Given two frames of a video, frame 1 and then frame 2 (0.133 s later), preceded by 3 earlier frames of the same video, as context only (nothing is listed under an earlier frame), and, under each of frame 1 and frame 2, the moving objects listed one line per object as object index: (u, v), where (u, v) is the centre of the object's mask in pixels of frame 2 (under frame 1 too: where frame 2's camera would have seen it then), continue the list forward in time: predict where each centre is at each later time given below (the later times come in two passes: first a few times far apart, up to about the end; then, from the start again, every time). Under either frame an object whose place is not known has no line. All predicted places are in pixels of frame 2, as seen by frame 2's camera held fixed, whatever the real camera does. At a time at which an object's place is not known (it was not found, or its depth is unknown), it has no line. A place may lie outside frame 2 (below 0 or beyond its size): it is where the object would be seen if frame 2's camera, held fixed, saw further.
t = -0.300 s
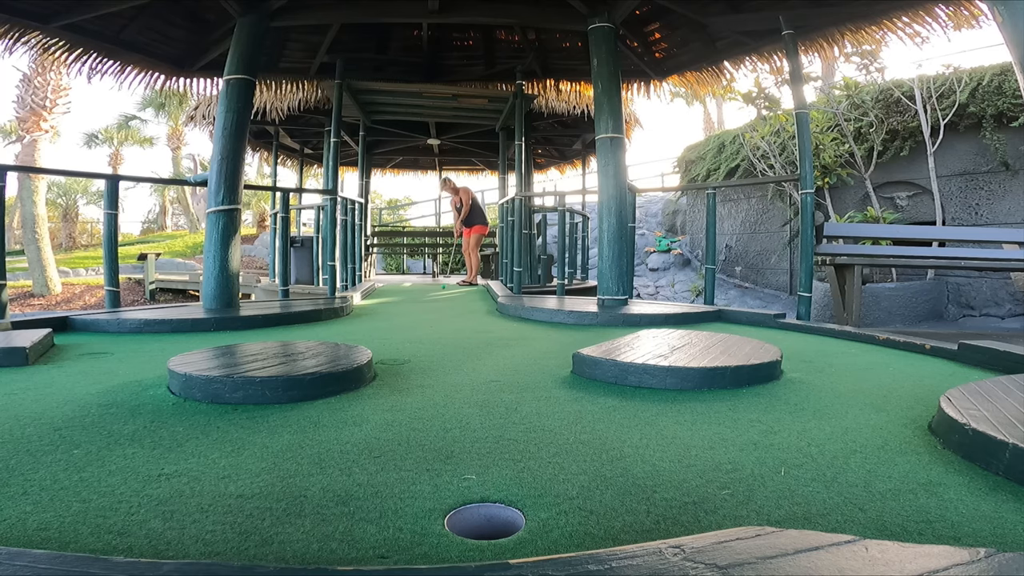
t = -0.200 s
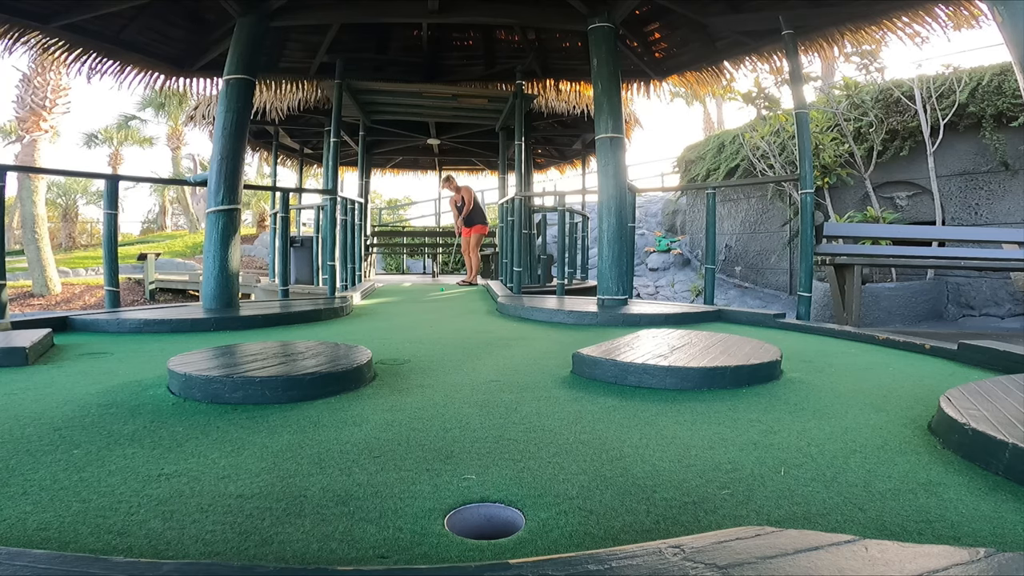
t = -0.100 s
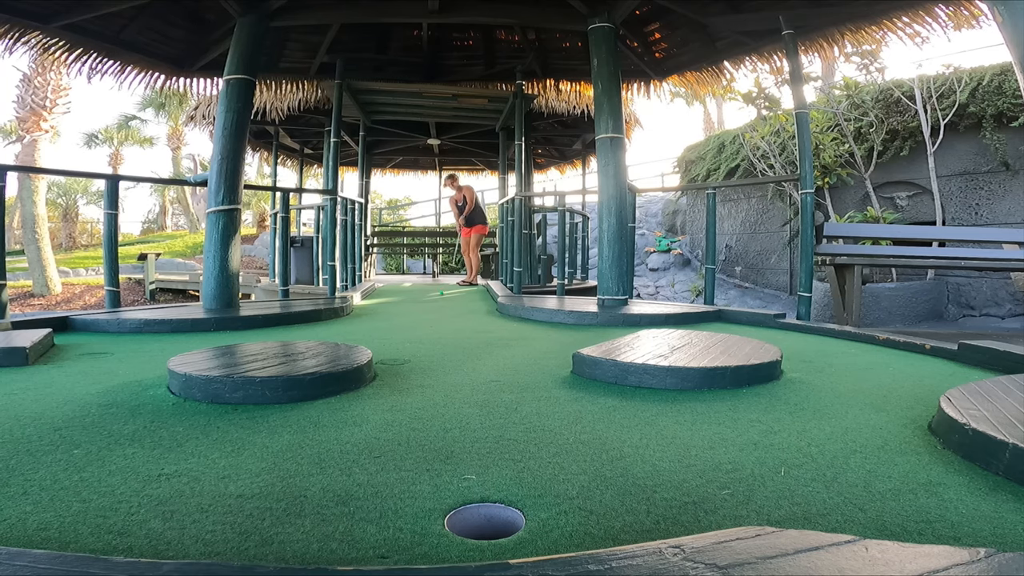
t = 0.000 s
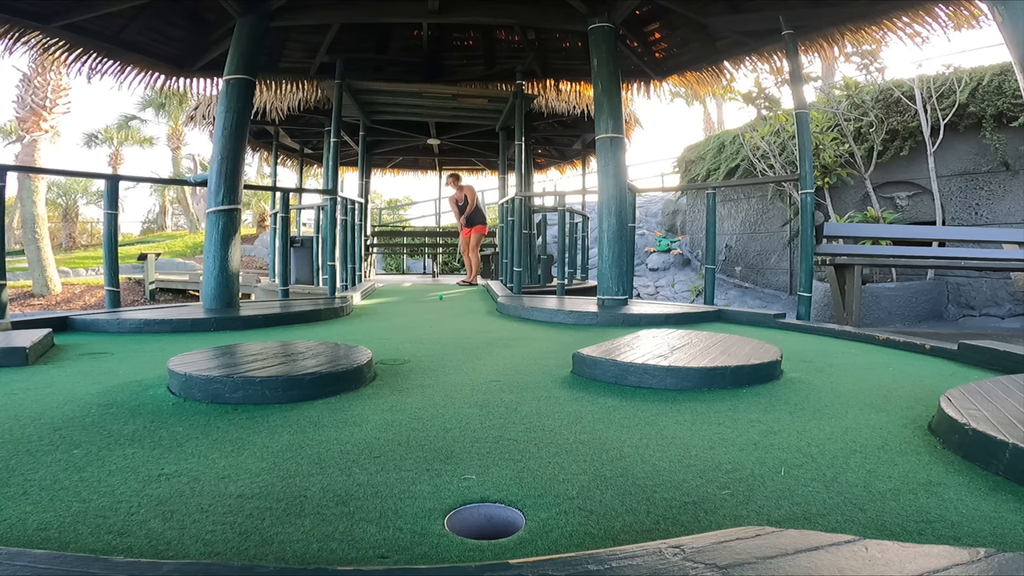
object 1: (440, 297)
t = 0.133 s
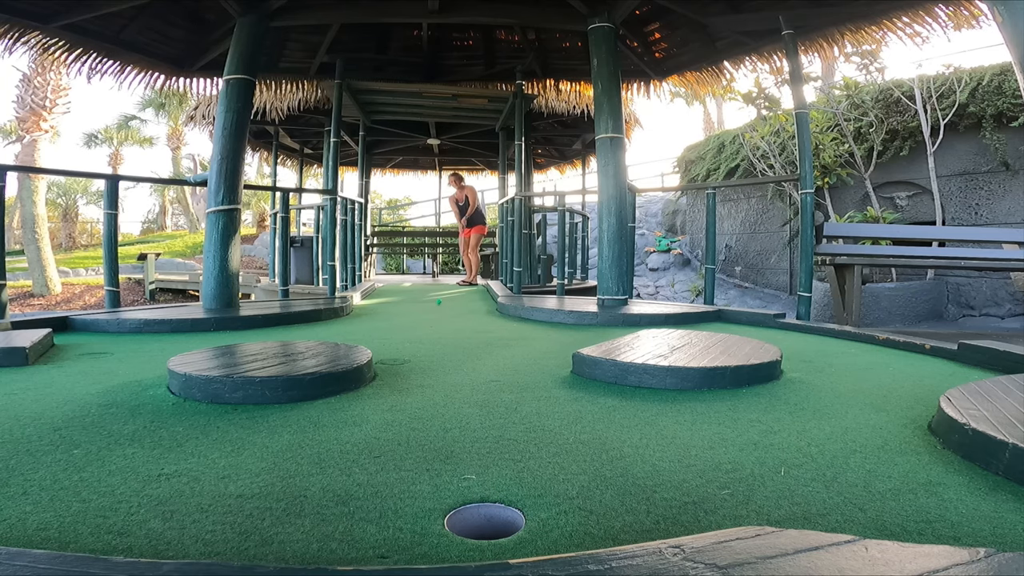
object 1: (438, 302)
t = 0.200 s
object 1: (438, 304)
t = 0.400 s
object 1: (434, 311)
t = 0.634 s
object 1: (428, 322)
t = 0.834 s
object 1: (421, 334)
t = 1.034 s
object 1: (411, 352)
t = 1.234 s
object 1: (396, 379)
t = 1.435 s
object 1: (370, 423)
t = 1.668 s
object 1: (306, 527)
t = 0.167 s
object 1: (438, 303)
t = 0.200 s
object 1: (438, 304)
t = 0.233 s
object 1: (437, 304)
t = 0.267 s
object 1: (437, 305)
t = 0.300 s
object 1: (437, 307)
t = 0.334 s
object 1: (436, 308)
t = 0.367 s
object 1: (435, 310)
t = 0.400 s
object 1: (434, 311)
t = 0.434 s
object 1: (433, 312)
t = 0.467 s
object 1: (433, 314)
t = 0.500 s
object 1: (432, 314)
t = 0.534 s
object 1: (431, 316)
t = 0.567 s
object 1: (430, 317)
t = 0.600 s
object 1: (429, 320)
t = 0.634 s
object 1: (428, 322)
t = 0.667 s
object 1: (427, 323)
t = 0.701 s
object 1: (426, 325)
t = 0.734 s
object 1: (425, 327)
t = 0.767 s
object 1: (424, 330)
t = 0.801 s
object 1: (422, 332)
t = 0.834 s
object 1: (421, 334)
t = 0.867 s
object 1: (420, 337)
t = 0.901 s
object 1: (418, 338)
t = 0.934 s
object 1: (417, 342)
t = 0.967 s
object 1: (415, 345)
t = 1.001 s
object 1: (413, 349)
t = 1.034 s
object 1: (411, 352)
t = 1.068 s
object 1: (409, 356)
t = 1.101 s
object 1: (407, 359)
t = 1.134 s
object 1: (404, 363)
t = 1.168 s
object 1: (402, 368)
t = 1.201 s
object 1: (399, 372)
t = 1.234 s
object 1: (396, 379)
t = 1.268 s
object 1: (392, 384)
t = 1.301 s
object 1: (389, 391)
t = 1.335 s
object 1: (385, 399)
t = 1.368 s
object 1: (380, 406)
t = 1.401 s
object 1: (375, 414)
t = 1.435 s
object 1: (370, 423)
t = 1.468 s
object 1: (364, 434)
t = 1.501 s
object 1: (357, 445)
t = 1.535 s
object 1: (350, 457)
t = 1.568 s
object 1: (341, 472)
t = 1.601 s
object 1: (331, 488)
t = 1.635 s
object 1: (319, 506)
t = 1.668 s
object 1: (306, 527)
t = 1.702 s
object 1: (289, 551)
